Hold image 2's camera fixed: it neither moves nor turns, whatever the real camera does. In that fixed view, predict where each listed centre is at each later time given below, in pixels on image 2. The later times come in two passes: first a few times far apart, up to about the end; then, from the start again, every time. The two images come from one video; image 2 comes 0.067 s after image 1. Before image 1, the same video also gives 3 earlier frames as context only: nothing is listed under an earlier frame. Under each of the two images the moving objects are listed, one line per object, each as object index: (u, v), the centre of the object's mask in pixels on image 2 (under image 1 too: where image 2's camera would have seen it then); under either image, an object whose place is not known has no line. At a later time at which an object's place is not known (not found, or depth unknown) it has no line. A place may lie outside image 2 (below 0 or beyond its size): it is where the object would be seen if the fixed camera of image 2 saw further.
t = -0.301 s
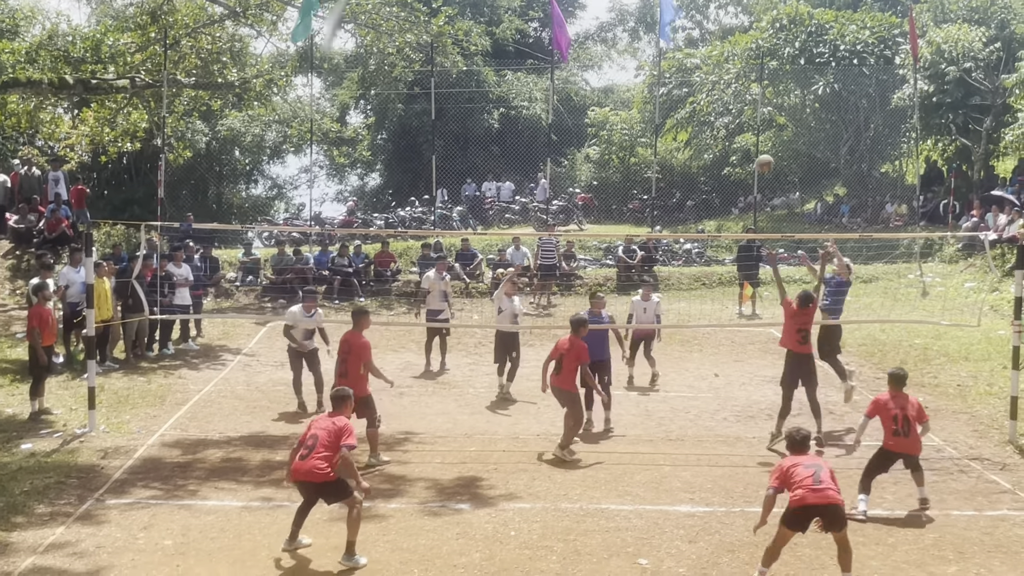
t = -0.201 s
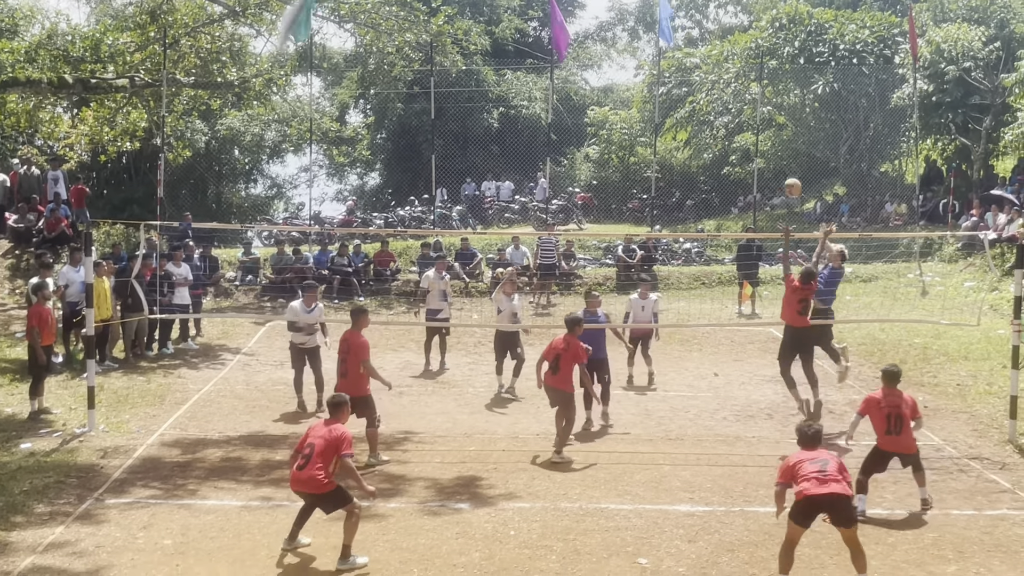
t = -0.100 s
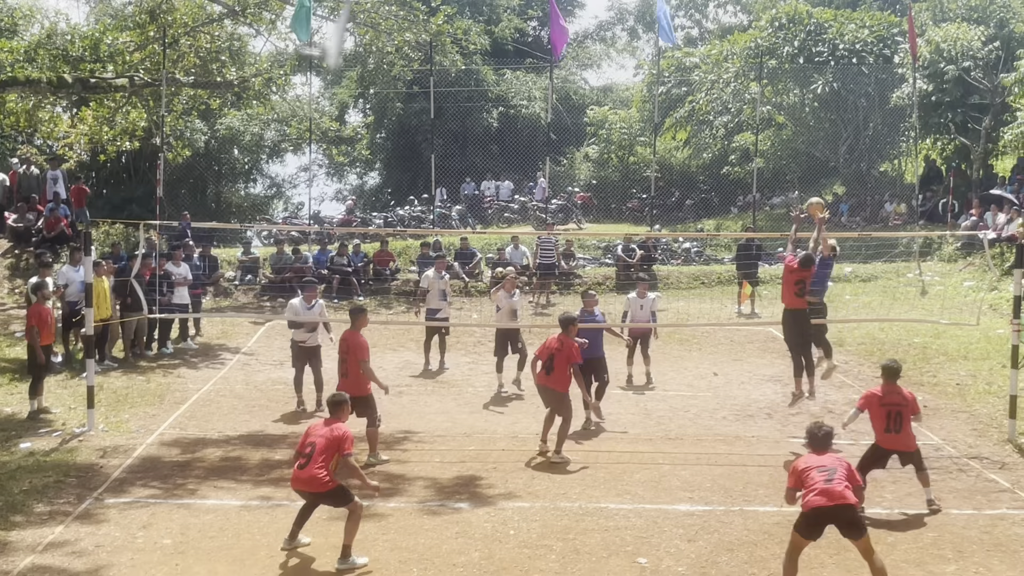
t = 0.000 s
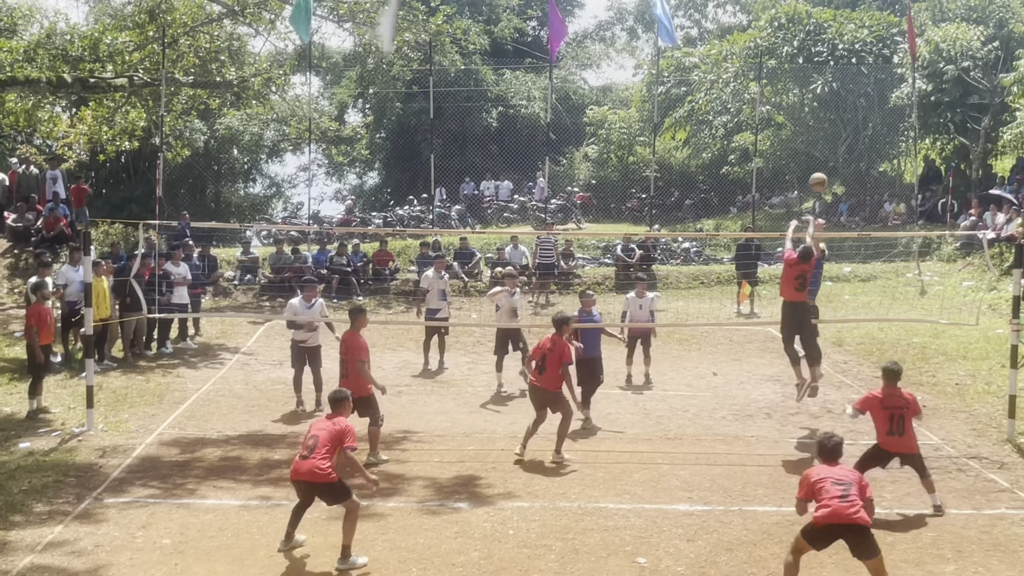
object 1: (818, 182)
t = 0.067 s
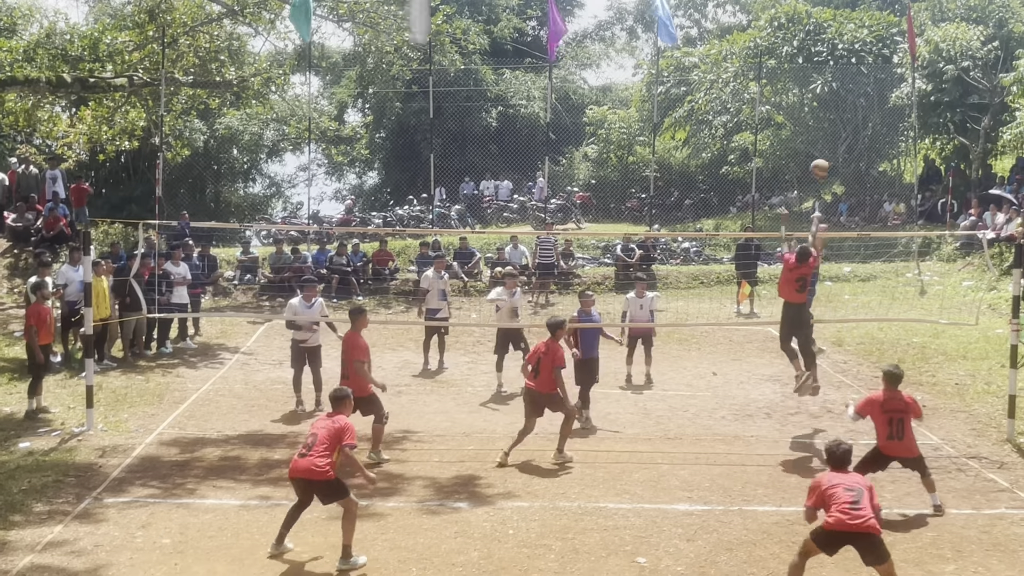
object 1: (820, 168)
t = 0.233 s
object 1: (822, 151)
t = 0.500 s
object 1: (826, 177)
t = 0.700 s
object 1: (828, 247)
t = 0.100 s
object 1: (820, 163)
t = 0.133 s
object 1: (820, 159)
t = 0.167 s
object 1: (821, 154)
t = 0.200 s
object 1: (821, 153)
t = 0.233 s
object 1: (822, 151)
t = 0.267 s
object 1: (823, 150)
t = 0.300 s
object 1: (823, 150)
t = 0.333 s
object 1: (823, 152)
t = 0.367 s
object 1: (824, 155)
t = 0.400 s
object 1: (825, 158)
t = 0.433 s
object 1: (825, 163)
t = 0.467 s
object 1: (826, 169)
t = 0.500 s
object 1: (826, 177)
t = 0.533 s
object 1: (826, 185)
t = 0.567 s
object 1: (826, 195)
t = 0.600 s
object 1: (827, 206)
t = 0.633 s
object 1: (827, 218)
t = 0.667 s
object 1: (828, 232)
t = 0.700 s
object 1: (828, 247)
